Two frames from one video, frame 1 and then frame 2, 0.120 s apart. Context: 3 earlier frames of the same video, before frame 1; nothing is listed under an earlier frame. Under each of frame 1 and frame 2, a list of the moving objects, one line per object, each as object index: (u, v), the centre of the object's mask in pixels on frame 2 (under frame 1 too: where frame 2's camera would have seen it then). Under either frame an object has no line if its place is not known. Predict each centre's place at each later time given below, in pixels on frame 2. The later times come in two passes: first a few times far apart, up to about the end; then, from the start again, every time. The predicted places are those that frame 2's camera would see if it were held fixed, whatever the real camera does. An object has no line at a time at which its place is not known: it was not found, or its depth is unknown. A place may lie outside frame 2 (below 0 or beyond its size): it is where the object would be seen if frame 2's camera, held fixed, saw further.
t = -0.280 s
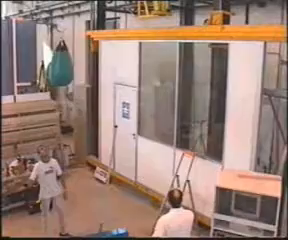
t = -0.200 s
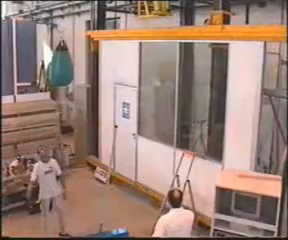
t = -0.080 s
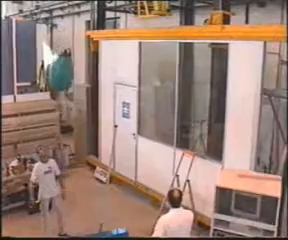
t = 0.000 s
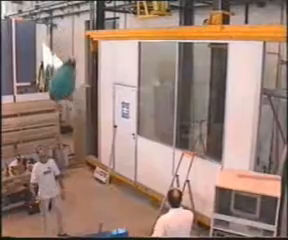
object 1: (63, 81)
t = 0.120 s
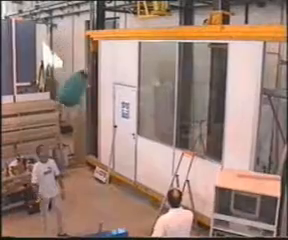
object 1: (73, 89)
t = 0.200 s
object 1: (82, 94)
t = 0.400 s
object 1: (105, 111)
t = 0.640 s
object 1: (144, 122)
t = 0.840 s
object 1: (174, 122)
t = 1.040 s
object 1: (171, 121)
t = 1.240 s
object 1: (163, 123)
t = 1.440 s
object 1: (156, 120)
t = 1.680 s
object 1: (150, 121)
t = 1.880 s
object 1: (146, 122)
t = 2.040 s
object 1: (145, 122)
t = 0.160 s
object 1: (77, 91)
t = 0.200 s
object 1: (82, 94)
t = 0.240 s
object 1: (85, 97)
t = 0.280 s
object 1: (88, 99)
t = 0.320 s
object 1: (94, 105)
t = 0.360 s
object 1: (98, 109)
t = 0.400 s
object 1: (105, 111)
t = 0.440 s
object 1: (112, 112)
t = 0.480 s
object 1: (118, 114)
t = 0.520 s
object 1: (124, 117)
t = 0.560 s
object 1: (131, 120)
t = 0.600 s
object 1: (137, 122)
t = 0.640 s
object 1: (144, 122)
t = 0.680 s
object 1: (152, 122)
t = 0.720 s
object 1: (157, 122)
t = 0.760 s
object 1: (161, 121)
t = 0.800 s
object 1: (170, 121)
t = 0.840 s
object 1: (174, 122)
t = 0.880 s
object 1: (175, 121)
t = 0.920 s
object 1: (175, 121)
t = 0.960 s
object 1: (174, 121)
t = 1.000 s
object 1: (173, 121)
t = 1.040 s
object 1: (171, 121)
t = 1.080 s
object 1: (169, 121)
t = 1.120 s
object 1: (168, 121)
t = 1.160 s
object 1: (166, 123)
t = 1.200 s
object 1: (166, 123)
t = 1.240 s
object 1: (163, 123)
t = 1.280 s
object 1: (162, 122)
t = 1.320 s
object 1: (160, 122)
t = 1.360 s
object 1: (159, 122)
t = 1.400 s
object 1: (157, 120)
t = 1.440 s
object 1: (156, 120)
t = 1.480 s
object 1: (155, 122)
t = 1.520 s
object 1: (154, 121)
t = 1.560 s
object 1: (153, 122)
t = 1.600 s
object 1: (153, 122)
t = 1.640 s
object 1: (151, 120)
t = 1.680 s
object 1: (150, 121)
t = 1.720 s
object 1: (148, 122)
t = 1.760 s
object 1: (147, 122)
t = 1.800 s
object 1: (147, 122)
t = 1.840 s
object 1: (146, 122)
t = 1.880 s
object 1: (146, 122)
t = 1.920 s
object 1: (146, 122)
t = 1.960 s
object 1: (145, 122)
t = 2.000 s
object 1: (145, 122)
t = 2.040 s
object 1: (145, 122)
